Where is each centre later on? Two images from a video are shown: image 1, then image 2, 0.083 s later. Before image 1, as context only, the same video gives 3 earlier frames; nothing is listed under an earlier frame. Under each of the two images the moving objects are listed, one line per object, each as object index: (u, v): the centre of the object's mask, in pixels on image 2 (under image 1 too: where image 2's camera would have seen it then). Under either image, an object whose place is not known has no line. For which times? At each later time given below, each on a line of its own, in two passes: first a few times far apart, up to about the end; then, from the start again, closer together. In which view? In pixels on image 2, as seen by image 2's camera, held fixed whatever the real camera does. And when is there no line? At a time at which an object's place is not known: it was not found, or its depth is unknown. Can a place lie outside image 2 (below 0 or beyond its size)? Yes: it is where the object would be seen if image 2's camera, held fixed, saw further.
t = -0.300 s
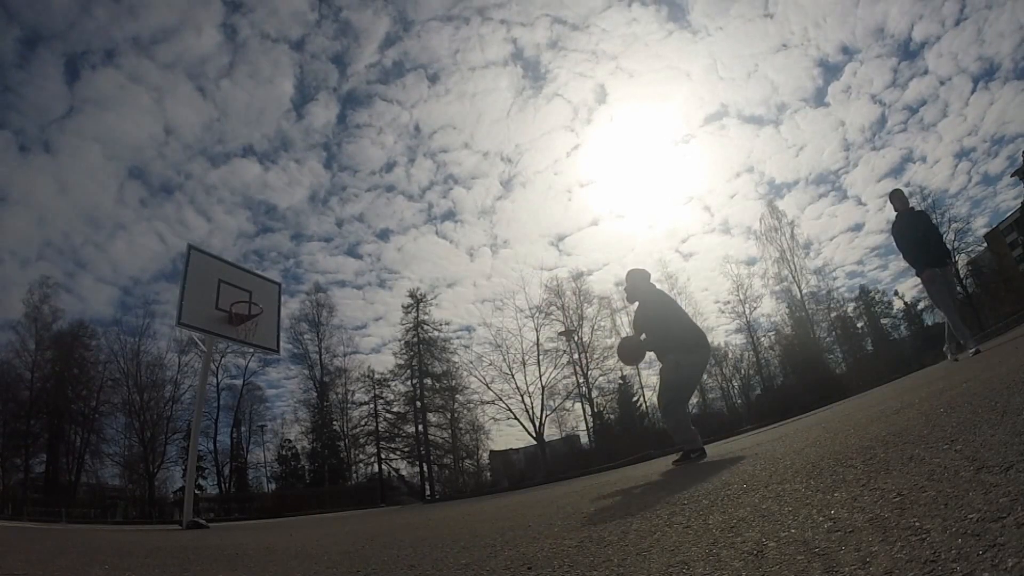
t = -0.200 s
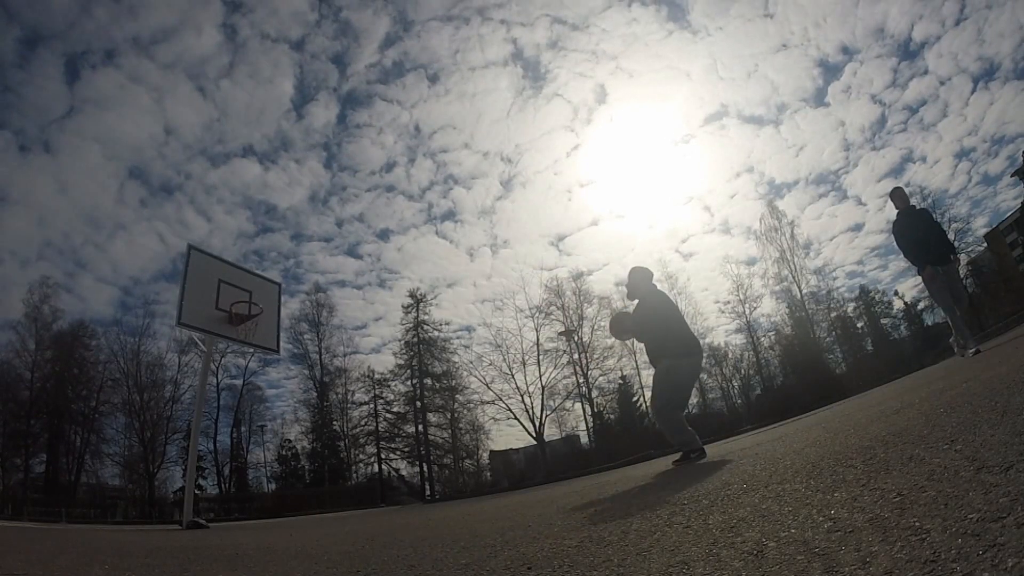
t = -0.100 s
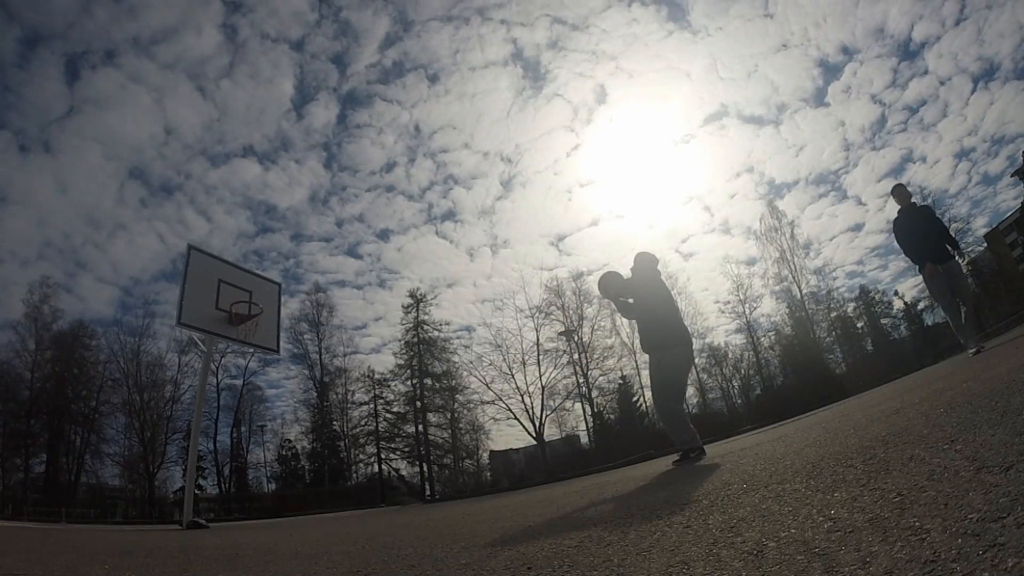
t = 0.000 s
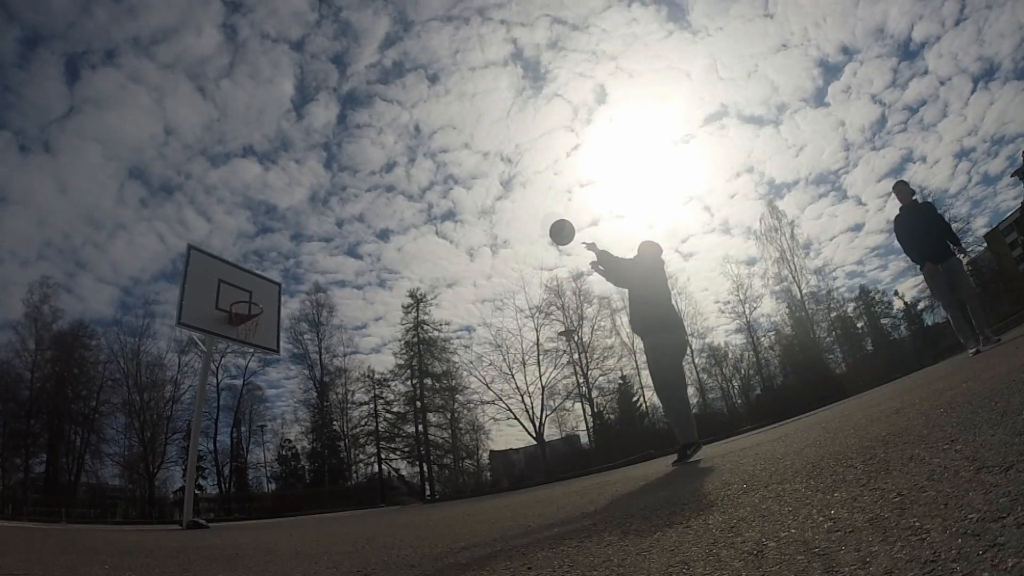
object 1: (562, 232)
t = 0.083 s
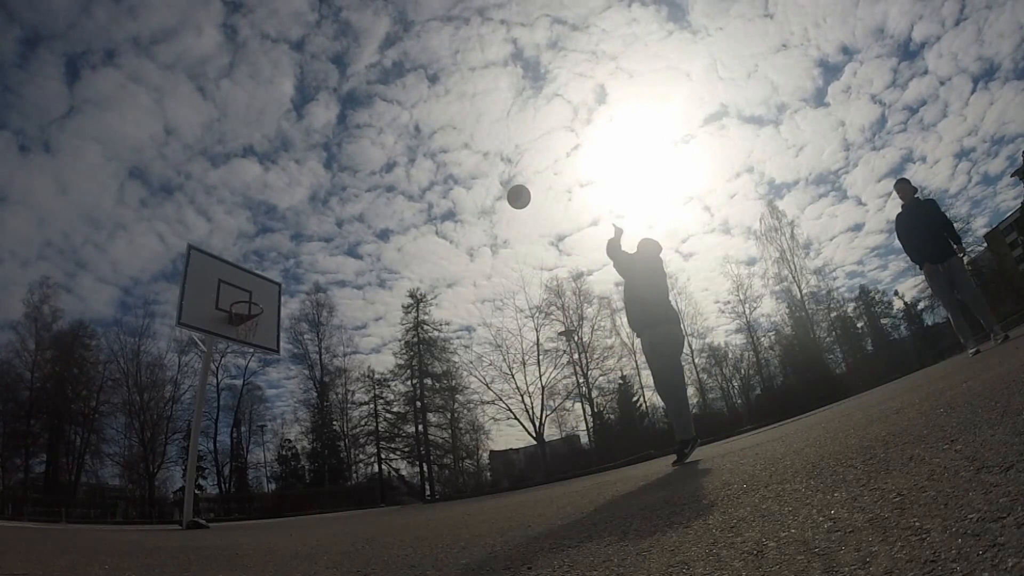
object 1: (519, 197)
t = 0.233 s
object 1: (457, 158)
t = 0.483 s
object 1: (383, 141)
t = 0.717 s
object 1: (328, 160)
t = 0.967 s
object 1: (276, 212)
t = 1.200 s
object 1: (230, 293)
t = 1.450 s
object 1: (216, 258)
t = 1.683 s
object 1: (212, 242)
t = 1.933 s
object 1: (197, 269)
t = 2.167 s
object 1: (173, 367)
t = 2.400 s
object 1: (144, 475)
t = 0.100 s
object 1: (511, 191)
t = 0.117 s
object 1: (504, 186)
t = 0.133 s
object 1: (496, 181)
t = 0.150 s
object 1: (489, 176)
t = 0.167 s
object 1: (482, 172)
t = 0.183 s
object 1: (476, 168)
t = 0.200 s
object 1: (469, 164)
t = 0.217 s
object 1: (463, 161)
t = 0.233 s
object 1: (457, 158)
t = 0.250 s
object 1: (451, 156)
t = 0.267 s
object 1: (445, 153)
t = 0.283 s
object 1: (440, 151)
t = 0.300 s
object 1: (435, 149)
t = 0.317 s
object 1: (429, 147)
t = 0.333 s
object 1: (424, 146)
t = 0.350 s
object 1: (419, 144)
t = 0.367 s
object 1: (415, 143)
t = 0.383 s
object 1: (410, 142)
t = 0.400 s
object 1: (405, 141)
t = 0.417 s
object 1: (401, 141)
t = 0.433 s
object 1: (396, 141)
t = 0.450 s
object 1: (392, 140)
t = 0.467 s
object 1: (387, 140)
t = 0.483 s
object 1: (383, 141)
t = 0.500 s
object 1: (379, 141)
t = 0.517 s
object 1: (375, 141)
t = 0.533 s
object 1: (370, 142)
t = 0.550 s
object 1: (366, 143)
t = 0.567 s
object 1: (363, 144)
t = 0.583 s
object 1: (359, 145)
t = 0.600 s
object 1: (355, 146)
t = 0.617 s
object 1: (351, 148)
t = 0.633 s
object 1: (347, 149)
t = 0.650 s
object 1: (343, 151)
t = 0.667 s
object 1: (340, 153)
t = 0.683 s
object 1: (336, 155)
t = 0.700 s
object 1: (332, 157)
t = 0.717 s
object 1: (328, 160)
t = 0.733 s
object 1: (325, 162)
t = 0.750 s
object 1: (321, 165)
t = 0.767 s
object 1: (318, 168)
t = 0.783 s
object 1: (314, 170)
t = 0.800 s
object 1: (311, 173)
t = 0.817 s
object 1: (307, 177)
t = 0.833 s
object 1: (304, 180)
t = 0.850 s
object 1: (300, 184)
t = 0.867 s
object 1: (297, 187)
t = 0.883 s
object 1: (293, 191)
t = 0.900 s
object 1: (290, 195)
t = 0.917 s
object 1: (286, 199)
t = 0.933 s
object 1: (283, 203)
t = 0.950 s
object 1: (280, 208)
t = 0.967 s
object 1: (276, 212)
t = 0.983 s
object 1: (272, 217)
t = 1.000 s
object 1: (269, 221)
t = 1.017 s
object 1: (266, 226)
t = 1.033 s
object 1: (263, 232)
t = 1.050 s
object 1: (259, 237)
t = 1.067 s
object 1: (256, 243)
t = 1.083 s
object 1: (253, 248)
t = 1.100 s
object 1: (250, 254)
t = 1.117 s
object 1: (246, 260)
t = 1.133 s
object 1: (243, 267)
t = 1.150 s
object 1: (240, 273)
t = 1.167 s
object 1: (236, 280)
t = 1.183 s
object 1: (233, 286)
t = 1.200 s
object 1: (230, 293)
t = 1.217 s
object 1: (227, 298)
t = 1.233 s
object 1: (224, 296)
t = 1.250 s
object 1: (220, 294)
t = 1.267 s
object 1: (217, 291)
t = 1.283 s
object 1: (215, 288)
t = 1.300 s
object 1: (216, 284)
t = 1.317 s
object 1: (216, 281)
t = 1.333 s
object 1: (216, 277)
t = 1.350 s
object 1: (215, 274)
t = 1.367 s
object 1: (215, 271)
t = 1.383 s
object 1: (216, 268)
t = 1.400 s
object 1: (216, 265)
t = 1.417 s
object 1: (216, 263)
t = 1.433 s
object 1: (216, 260)
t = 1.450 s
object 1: (216, 258)
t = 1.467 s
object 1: (216, 255)
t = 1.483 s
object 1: (216, 253)
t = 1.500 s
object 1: (215, 252)
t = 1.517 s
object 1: (215, 250)
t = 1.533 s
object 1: (215, 248)
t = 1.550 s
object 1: (215, 247)
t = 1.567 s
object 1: (215, 246)
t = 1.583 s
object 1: (214, 245)
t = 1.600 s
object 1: (214, 244)
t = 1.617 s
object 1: (214, 243)
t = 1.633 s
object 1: (213, 242)
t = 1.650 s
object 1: (212, 242)
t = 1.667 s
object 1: (212, 242)
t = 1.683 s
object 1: (212, 242)
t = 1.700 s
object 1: (211, 242)
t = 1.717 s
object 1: (210, 242)
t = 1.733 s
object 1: (210, 243)
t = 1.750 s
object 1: (209, 243)
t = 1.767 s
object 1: (209, 244)
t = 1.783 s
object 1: (208, 246)
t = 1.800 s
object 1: (206, 247)
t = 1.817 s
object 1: (206, 249)
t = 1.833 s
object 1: (205, 251)
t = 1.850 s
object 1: (204, 253)
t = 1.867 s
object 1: (202, 256)
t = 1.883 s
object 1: (200, 258)
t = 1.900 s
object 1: (199, 262)
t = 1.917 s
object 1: (198, 265)
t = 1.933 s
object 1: (197, 269)
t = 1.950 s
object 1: (196, 273)
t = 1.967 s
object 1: (194, 278)
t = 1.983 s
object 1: (193, 283)
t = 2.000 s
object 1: (191, 288)
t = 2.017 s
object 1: (189, 294)
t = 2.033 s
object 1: (188, 300)
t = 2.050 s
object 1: (186, 306)
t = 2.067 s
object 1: (184, 313)
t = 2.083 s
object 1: (182, 321)
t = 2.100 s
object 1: (181, 329)
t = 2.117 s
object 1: (179, 338)
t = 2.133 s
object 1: (177, 347)
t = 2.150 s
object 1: (175, 356)
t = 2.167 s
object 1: (173, 367)
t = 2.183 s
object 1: (170, 379)
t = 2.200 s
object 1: (168, 390)
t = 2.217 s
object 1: (167, 404)
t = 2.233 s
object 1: (165, 417)
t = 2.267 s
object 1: (162, 447)
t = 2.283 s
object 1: (159, 464)
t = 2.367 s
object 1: (150, 504)
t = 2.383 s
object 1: (146, 490)
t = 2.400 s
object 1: (144, 475)
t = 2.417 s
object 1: (141, 463)
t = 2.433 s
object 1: (139, 445)
